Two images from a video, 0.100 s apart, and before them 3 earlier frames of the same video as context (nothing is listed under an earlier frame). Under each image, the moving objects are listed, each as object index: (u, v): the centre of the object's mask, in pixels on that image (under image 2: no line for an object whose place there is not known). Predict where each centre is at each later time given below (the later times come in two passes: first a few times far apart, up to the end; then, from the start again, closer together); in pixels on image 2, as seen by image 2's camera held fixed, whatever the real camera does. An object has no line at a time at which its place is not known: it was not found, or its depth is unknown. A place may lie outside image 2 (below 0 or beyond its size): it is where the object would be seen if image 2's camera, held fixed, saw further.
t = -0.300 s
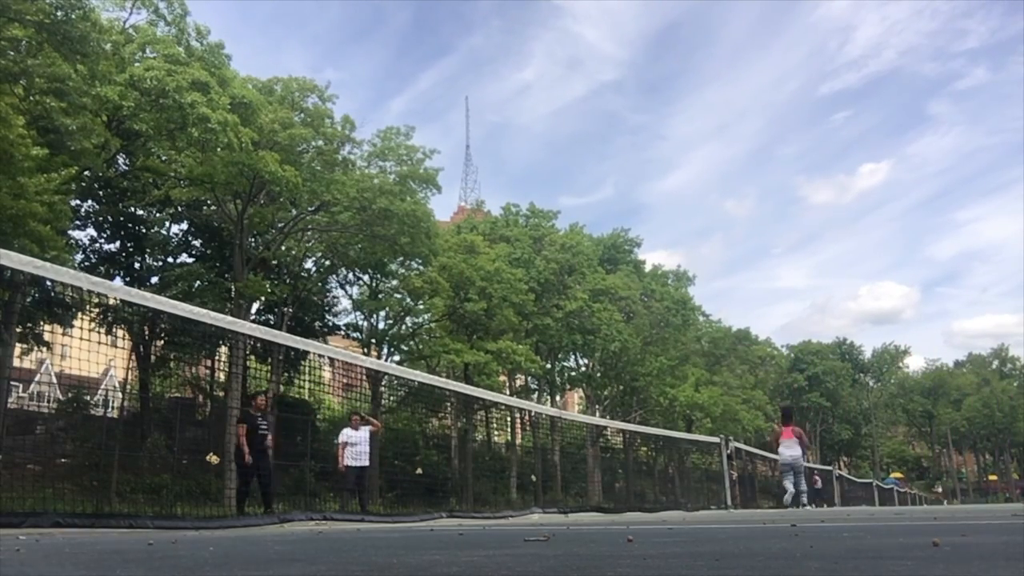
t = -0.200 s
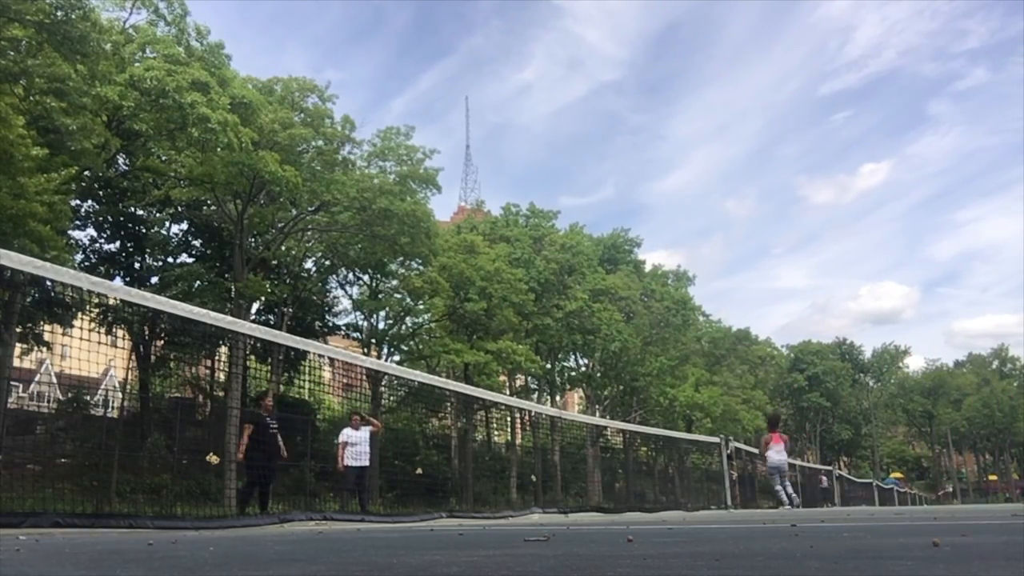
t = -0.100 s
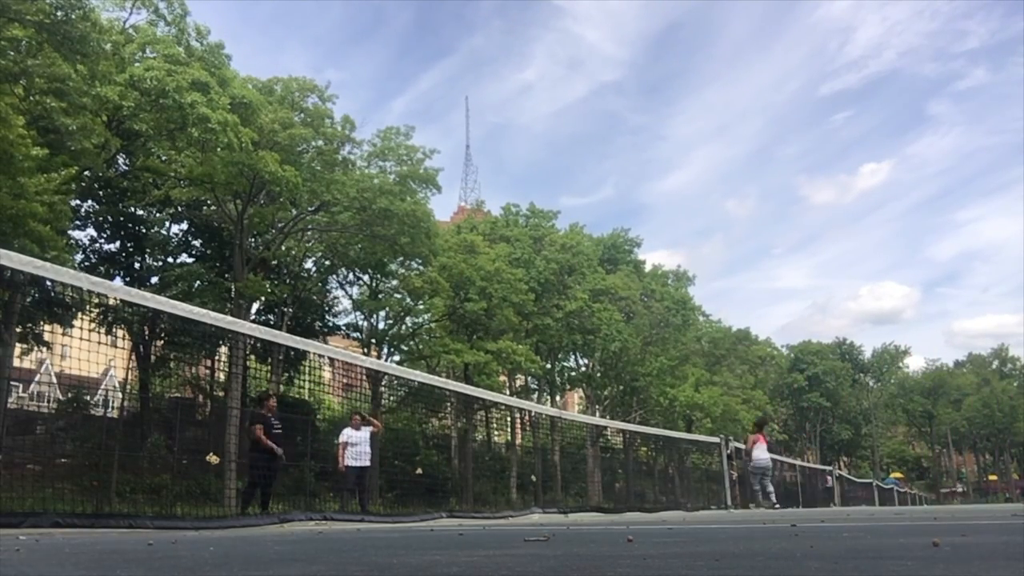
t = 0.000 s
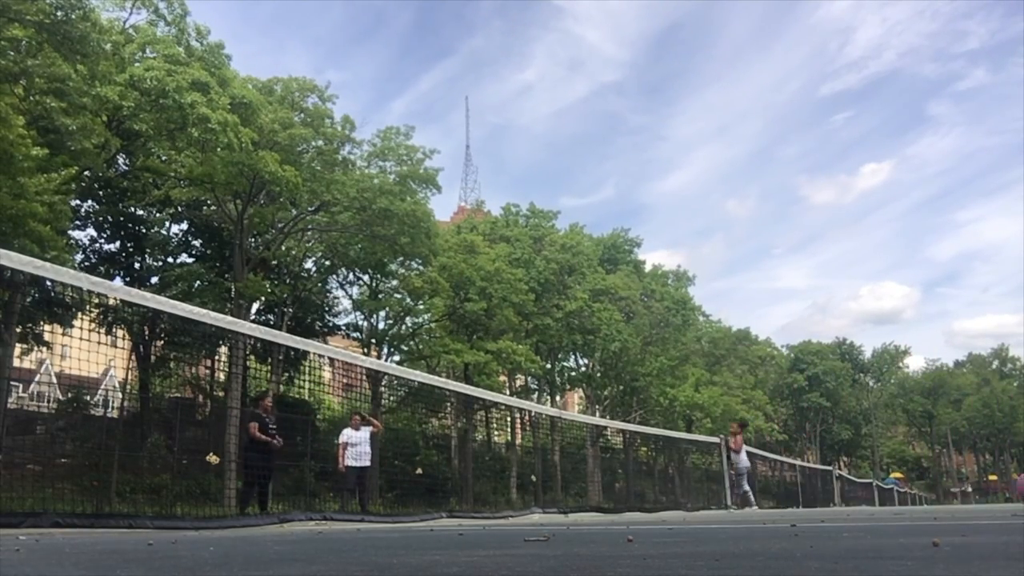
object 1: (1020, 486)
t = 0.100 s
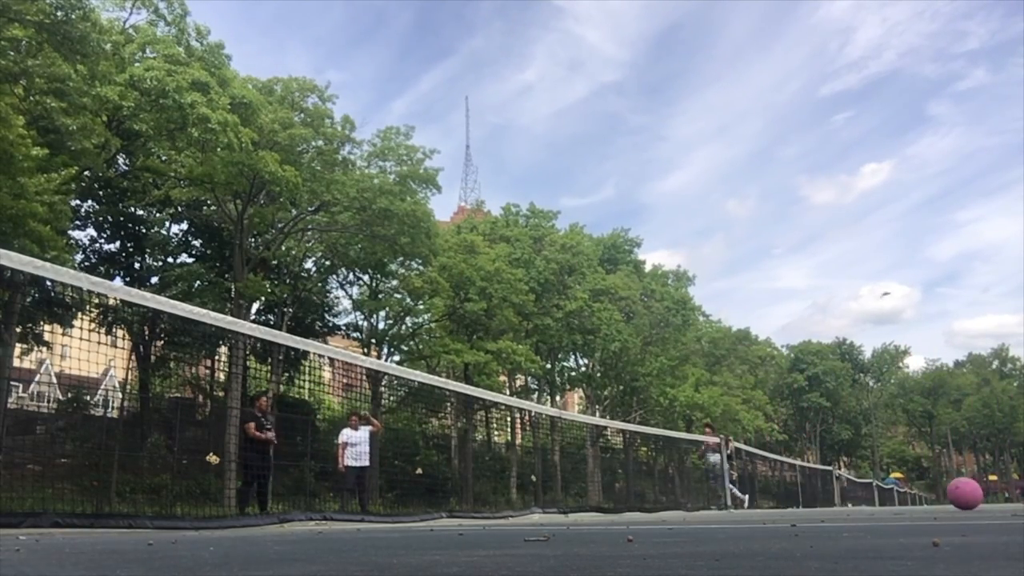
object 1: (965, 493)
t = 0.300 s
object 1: (854, 498)
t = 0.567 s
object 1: (749, 500)
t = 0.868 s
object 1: (657, 503)
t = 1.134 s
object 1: (594, 505)
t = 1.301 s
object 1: (590, 505)
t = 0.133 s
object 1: (943, 495)
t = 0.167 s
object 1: (924, 496)
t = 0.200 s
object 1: (905, 496)
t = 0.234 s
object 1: (887, 497)
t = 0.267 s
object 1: (870, 497)
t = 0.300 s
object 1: (854, 498)
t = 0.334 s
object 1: (840, 498)
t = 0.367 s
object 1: (825, 498)
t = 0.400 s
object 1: (811, 499)
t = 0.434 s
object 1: (797, 499)
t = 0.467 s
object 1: (785, 499)
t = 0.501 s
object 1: (773, 500)
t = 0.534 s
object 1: (761, 500)
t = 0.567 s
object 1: (749, 500)
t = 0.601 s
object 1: (737, 501)
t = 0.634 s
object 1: (726, 501)
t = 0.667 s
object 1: (717, 502)
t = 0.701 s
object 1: (706, 502)
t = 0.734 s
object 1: (696, 502)
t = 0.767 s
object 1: (685, 503)
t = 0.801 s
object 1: (676, 503)
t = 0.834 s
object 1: (666, 503)
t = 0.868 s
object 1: (657, 503)
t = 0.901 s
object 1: (649, 503)
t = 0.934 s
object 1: (641, 504)
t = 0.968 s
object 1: (632, 504)
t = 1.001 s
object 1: (624, 504)
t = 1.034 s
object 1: (615, 504)
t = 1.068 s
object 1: (608, 504)
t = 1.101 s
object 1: (601, 505)
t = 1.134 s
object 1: (594, 505)
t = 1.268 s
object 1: (588, 505)
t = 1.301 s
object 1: (590, 505)
